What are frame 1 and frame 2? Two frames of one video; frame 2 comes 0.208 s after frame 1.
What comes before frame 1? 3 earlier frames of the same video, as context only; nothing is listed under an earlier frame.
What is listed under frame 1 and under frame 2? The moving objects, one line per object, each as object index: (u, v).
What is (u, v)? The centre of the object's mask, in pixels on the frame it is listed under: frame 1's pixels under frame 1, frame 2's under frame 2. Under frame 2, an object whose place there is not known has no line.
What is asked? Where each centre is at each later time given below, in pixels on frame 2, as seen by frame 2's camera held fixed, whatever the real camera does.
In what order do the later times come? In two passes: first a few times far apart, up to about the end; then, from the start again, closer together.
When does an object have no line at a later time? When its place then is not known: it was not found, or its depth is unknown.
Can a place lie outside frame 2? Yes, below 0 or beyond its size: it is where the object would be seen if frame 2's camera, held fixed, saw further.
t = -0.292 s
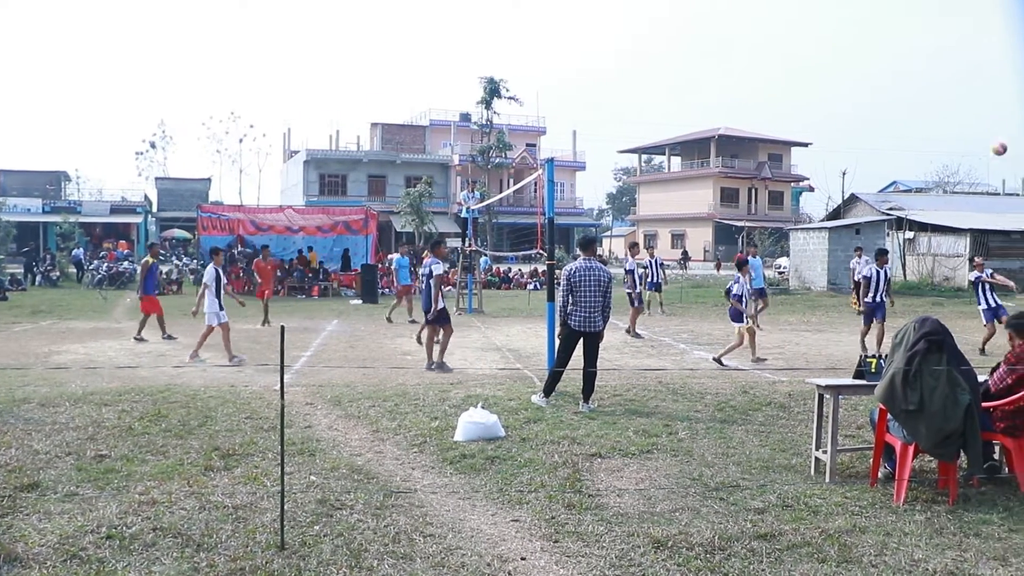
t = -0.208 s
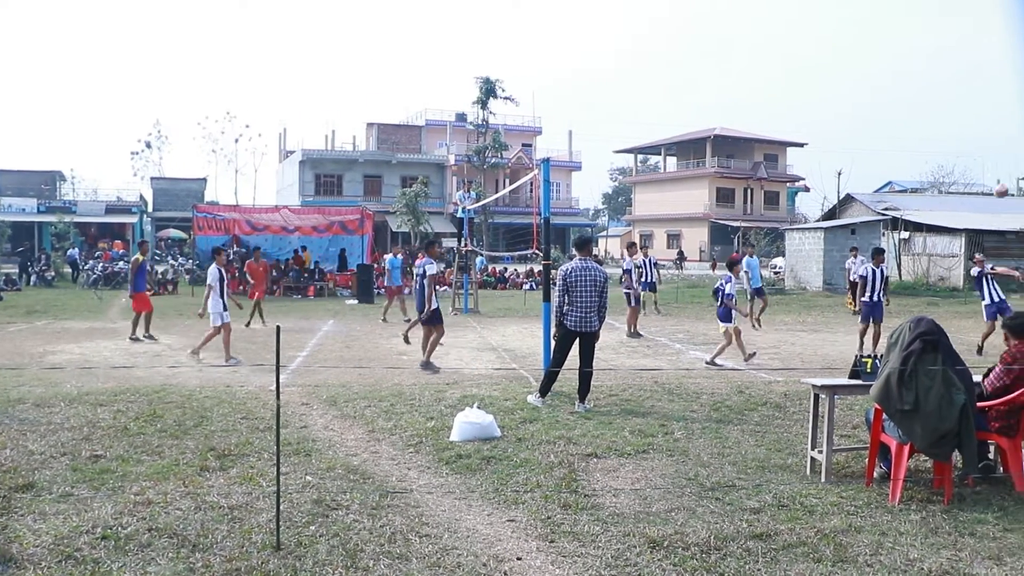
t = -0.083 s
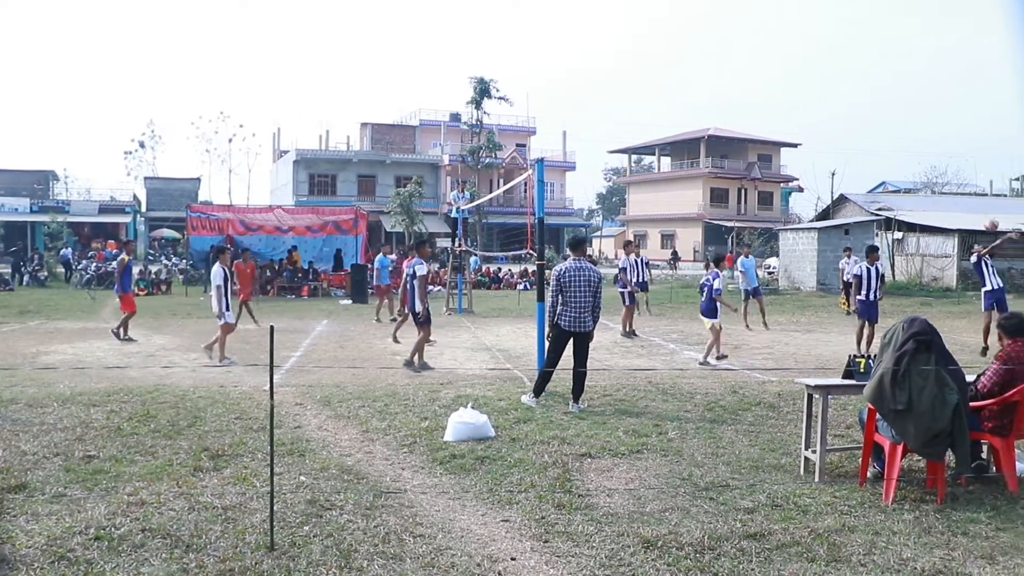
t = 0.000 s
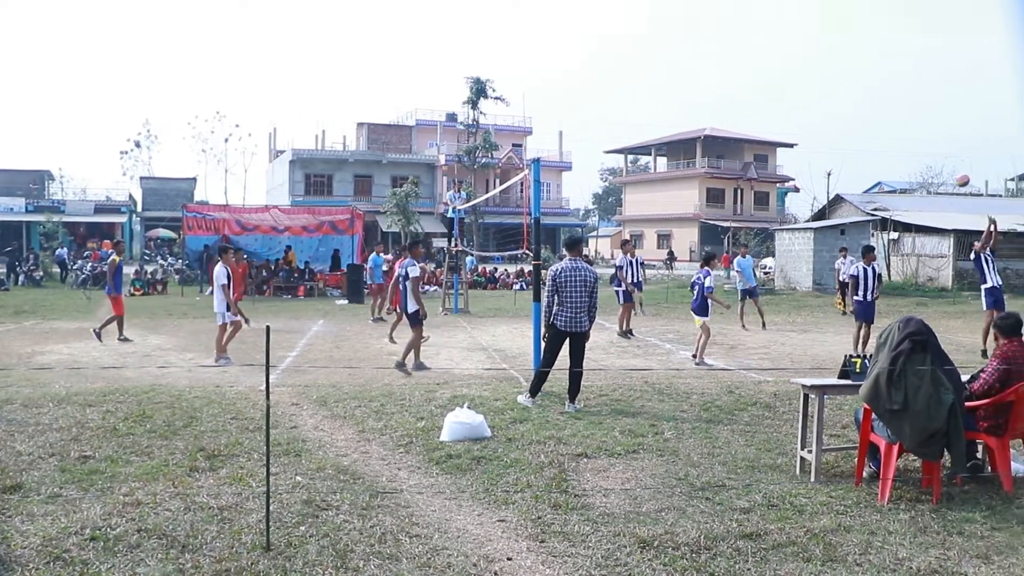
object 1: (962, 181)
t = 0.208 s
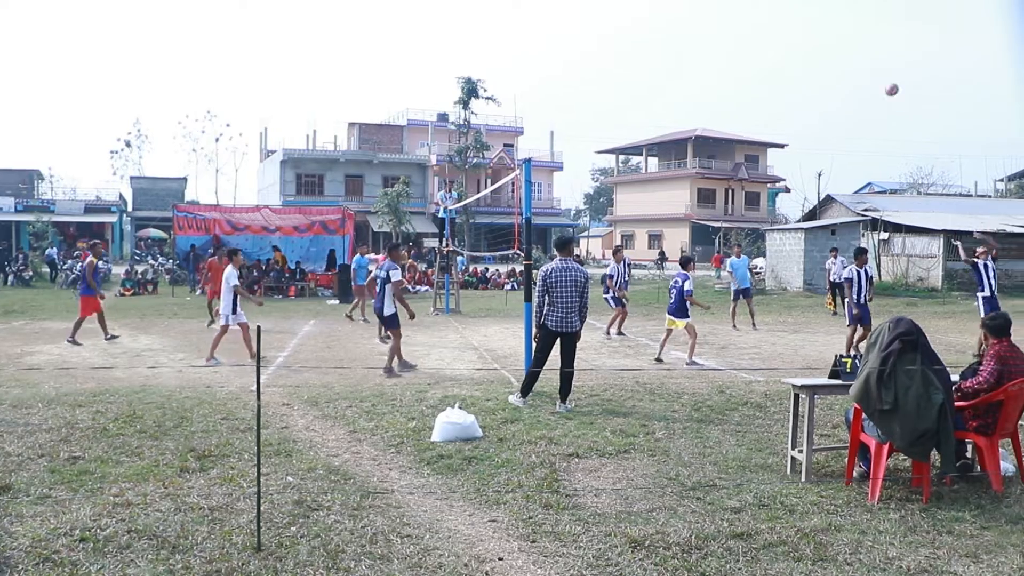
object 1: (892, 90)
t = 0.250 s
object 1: (880, 75)
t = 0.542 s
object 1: (796, 8)
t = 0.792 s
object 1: (726, 2)
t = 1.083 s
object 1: (649, 37)
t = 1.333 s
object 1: (587, 112)
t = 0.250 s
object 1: (880, 75)
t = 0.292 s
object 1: (867, 62)
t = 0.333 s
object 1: (856, 50)
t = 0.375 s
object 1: (843, 40)
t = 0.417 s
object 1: (832, 30)
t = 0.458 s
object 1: (820, 22)
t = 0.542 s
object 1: (796, 8)
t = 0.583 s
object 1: (783, 4)
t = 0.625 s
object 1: (772, 3)
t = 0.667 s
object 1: (760, 1)
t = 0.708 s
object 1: (749, 1)
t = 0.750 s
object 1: (738, 1)
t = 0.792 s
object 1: (726, 2)
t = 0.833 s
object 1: (714, 3)
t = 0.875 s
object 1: (703, 5)
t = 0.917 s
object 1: (692, 8)
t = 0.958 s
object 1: (680, 14)
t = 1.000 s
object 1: (670, 21)
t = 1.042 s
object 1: (659, 28)
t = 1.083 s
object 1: (649, 37)
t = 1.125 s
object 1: (638, 47)
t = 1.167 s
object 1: (627, 57)
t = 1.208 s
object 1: (617, 69)
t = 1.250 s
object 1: (607, 82)
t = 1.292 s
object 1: (597, 96)
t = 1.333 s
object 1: (587, 112)
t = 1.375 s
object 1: (577, 127)
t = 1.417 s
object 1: (567, 144)
